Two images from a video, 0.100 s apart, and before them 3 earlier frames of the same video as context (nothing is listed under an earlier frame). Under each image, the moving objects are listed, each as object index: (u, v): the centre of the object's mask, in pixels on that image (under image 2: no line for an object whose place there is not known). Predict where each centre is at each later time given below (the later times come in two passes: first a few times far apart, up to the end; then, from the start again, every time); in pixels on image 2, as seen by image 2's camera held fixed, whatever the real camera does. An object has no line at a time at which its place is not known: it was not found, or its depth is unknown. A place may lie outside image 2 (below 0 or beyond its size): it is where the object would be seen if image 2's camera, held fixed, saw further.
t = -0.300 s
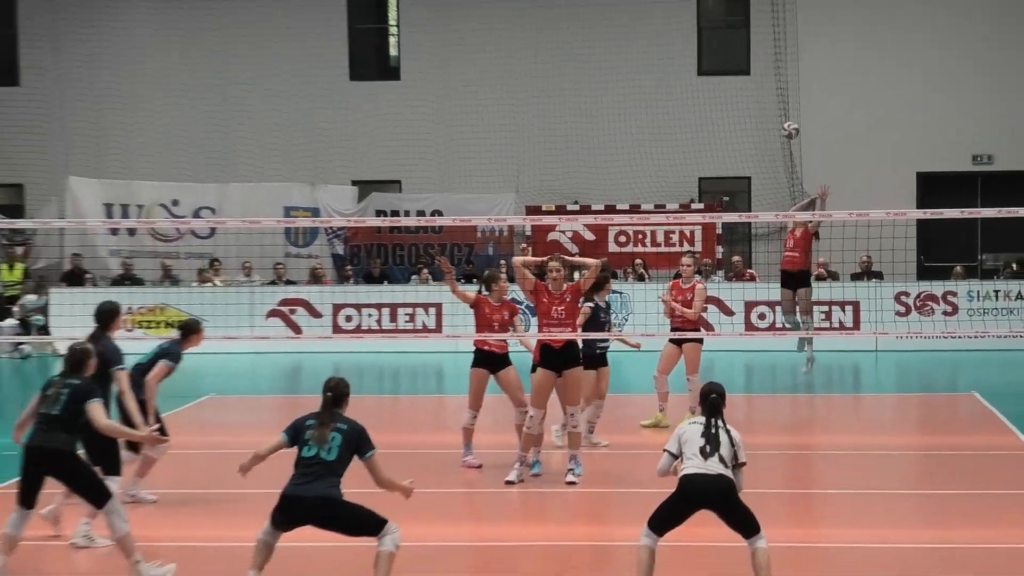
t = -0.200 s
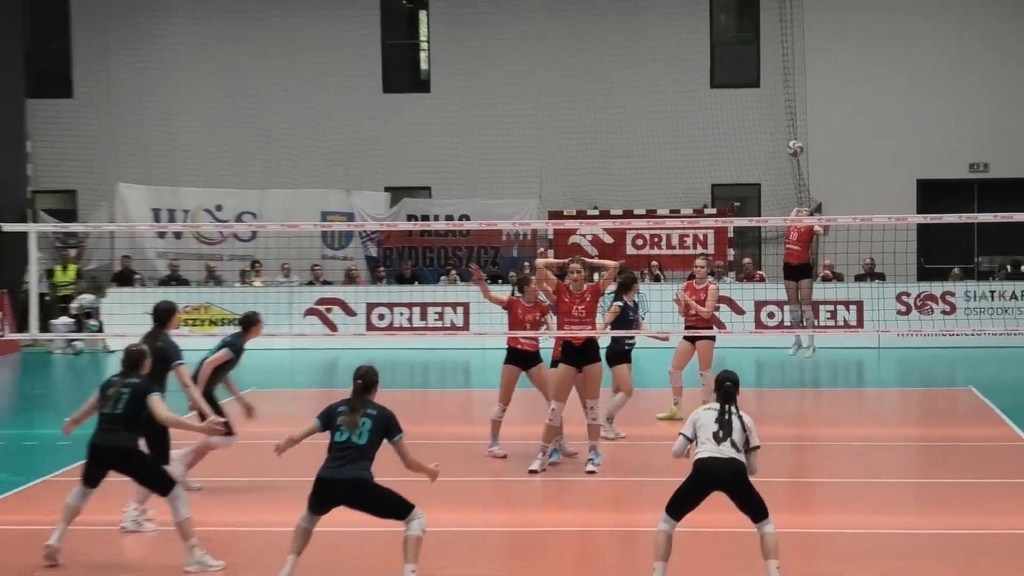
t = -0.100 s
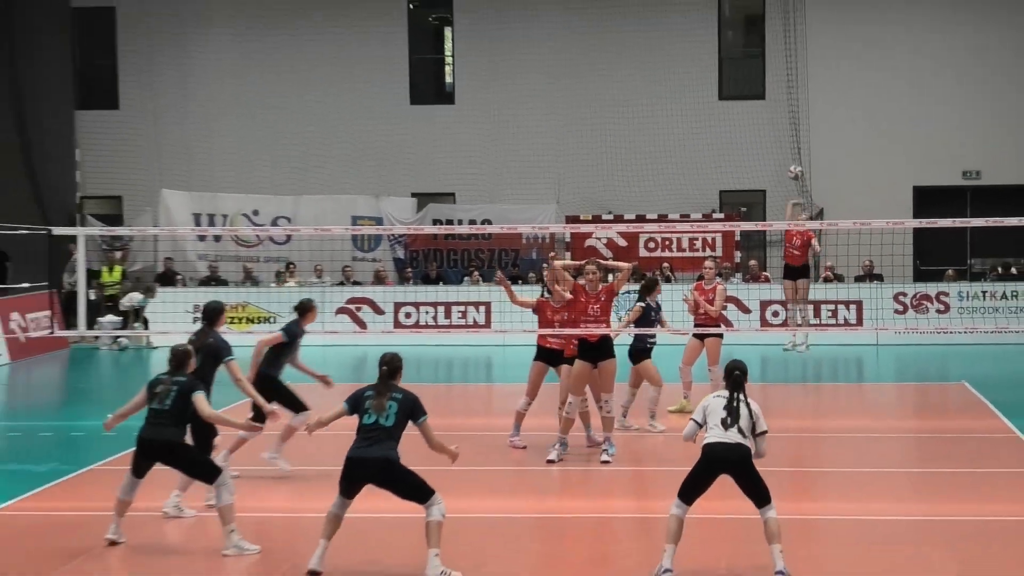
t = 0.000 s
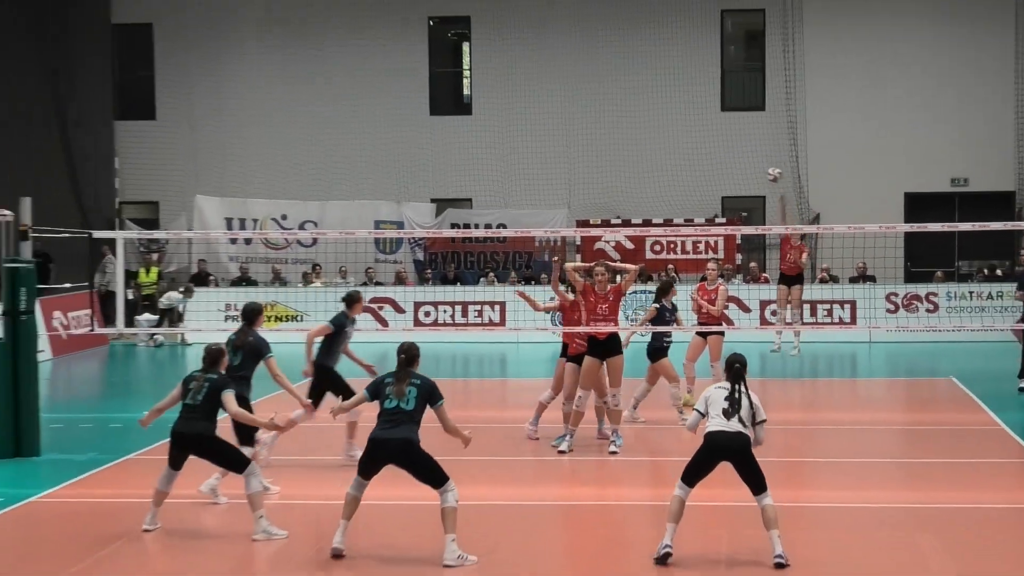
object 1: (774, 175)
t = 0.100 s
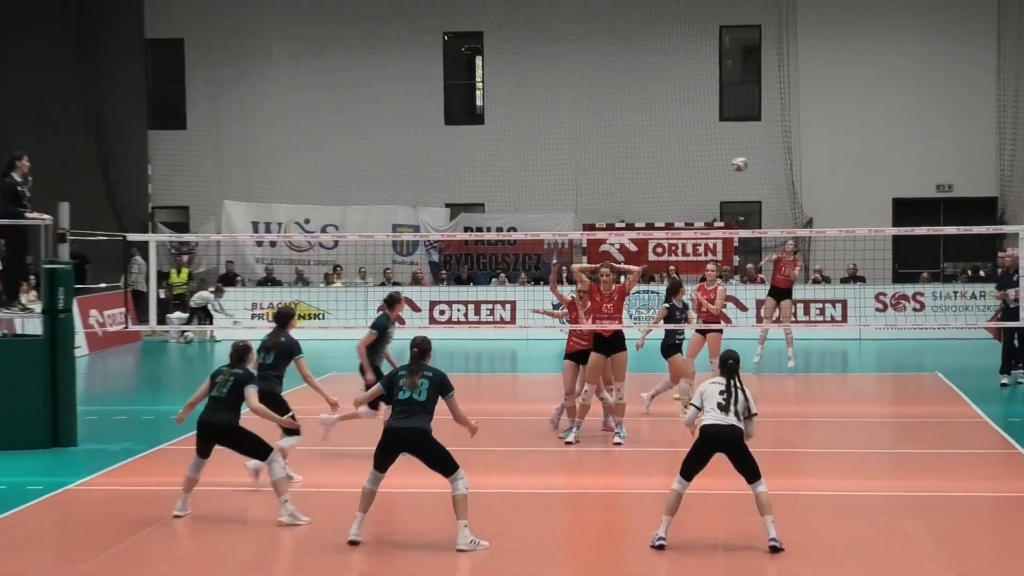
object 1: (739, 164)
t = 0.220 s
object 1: (695, 157)
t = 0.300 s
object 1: (663, 157)
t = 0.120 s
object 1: (732, 162)
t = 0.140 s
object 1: (725, 161)
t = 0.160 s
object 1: (718, 159)
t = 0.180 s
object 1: (710, 157)
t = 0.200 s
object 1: (702, 157)
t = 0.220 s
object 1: (695, 157)
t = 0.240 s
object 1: (688, 156)
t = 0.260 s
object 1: (680, 155)
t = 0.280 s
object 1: (671, 156)
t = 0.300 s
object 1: (663, 157)
